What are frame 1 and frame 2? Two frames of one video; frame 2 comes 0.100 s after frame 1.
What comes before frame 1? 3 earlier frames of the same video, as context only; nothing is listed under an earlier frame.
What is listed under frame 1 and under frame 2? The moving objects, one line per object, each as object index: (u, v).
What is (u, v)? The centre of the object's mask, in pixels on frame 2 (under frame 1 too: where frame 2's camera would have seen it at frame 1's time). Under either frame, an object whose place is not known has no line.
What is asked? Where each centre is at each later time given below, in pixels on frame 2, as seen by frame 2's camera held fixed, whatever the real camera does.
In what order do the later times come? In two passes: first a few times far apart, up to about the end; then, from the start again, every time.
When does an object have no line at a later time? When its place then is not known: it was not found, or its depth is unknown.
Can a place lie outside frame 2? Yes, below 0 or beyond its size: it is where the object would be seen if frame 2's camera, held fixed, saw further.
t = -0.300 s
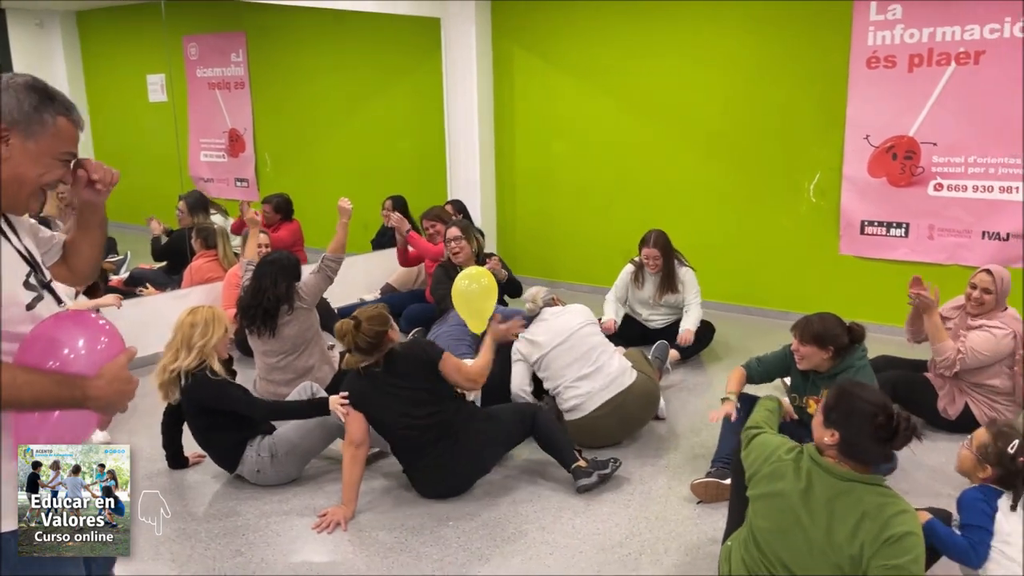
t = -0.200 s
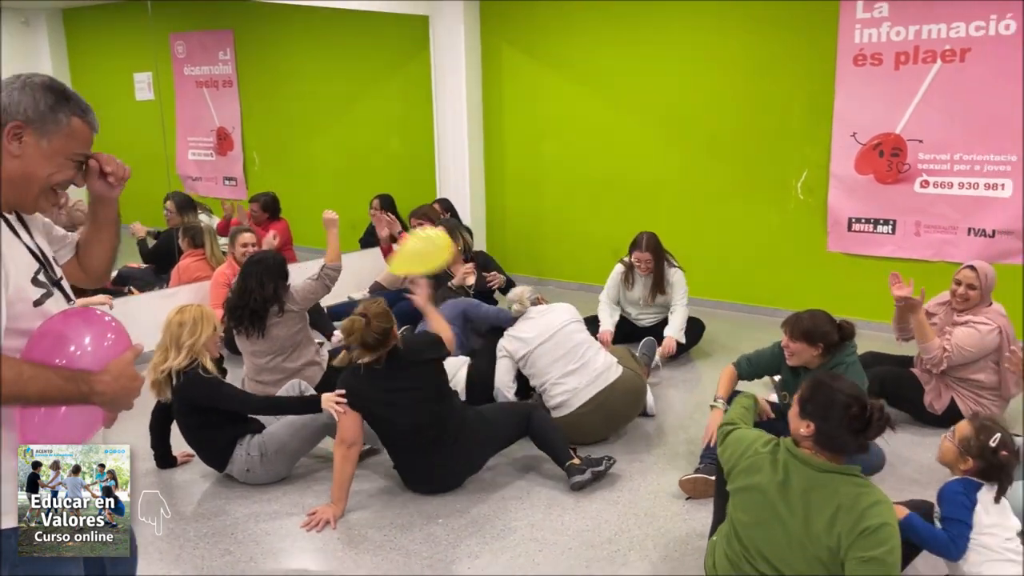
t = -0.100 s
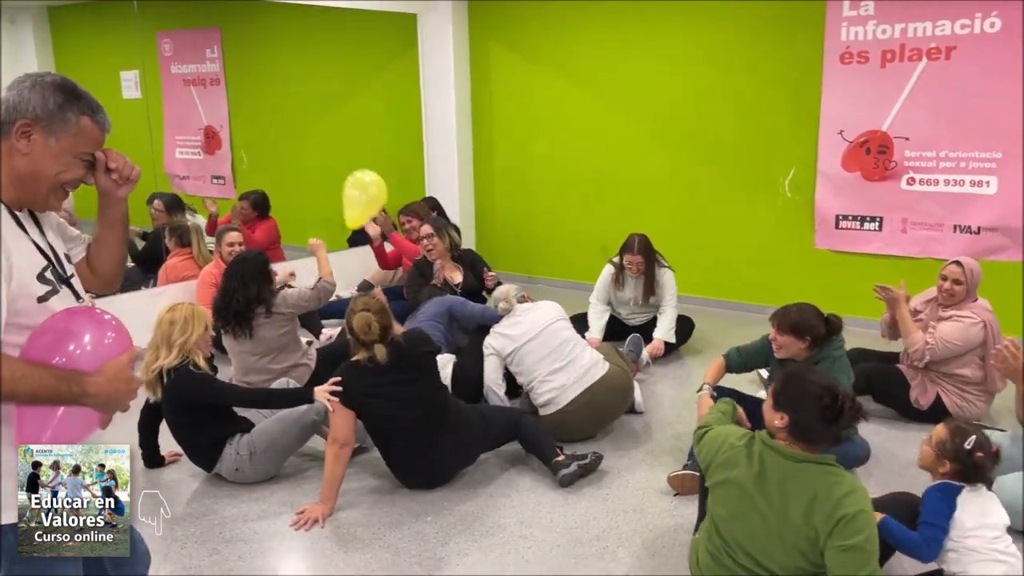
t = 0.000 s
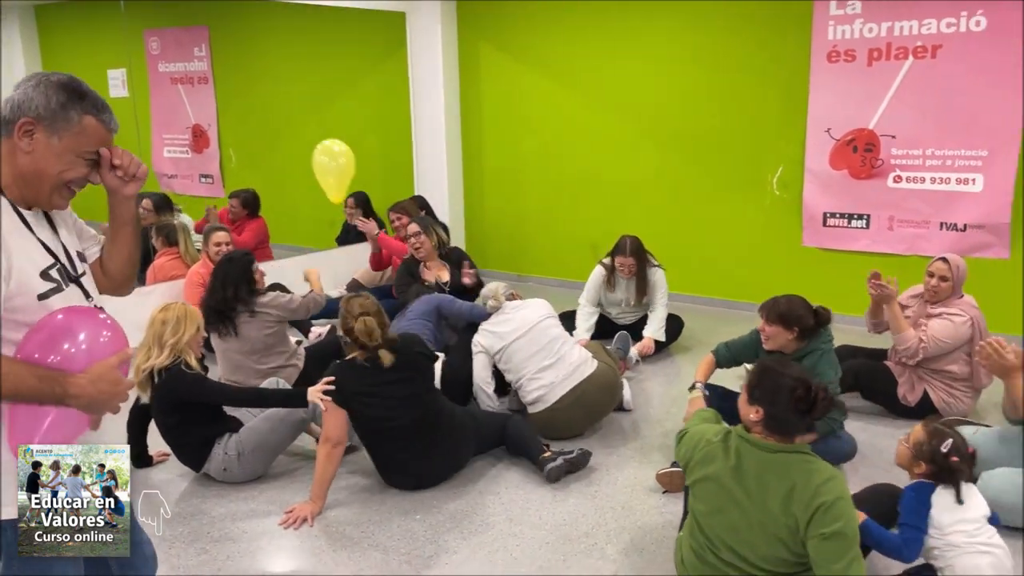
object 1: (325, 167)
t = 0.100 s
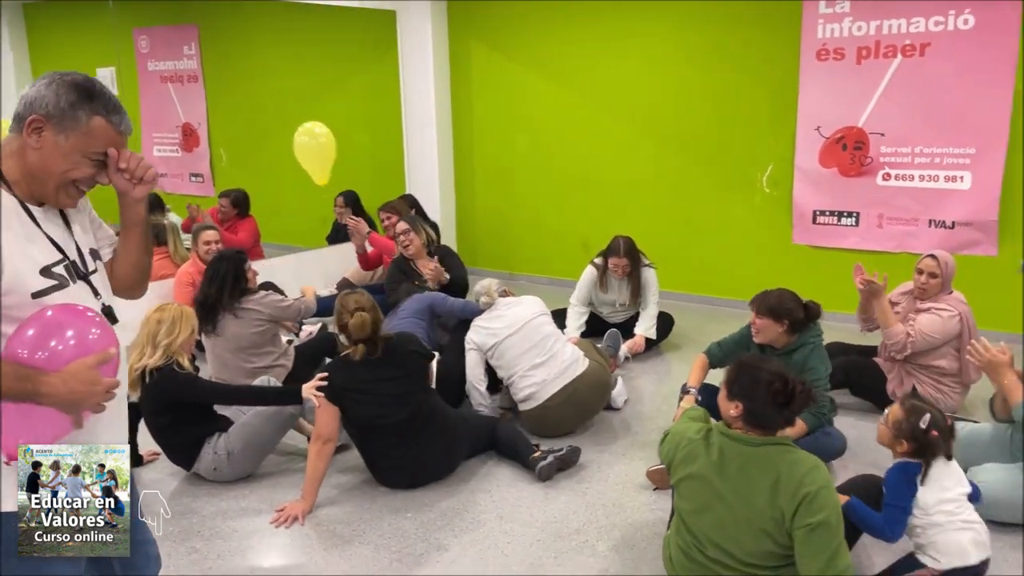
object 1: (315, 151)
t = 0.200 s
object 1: (313, 139)
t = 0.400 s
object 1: (319, 134)
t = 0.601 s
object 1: (316, 145)
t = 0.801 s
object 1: (305, 160)
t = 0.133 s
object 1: (314, 146)
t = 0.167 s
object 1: (313, 143)
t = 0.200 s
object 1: (313, 139)
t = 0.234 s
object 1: (314, 136)
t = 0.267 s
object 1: (315, 134)
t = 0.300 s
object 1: (316, 133)
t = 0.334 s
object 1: (317, 133)
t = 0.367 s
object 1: (318, 133)
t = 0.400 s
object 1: (319, 134)
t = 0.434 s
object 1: (320, 135)
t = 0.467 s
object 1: (320, 137)
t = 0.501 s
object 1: (319, 139)
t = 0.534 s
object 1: (318, 141)
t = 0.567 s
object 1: (317, 143)
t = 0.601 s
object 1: (316, 145)
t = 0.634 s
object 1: (315, 147)
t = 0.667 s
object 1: (313, 149)
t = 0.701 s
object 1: (311, 152)
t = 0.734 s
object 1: (309, 154)
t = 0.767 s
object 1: (307, 157)
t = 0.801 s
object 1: (305, 160)
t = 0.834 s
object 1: (303, 162)
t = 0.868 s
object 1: (301, 165)
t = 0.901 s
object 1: (299, 168)
